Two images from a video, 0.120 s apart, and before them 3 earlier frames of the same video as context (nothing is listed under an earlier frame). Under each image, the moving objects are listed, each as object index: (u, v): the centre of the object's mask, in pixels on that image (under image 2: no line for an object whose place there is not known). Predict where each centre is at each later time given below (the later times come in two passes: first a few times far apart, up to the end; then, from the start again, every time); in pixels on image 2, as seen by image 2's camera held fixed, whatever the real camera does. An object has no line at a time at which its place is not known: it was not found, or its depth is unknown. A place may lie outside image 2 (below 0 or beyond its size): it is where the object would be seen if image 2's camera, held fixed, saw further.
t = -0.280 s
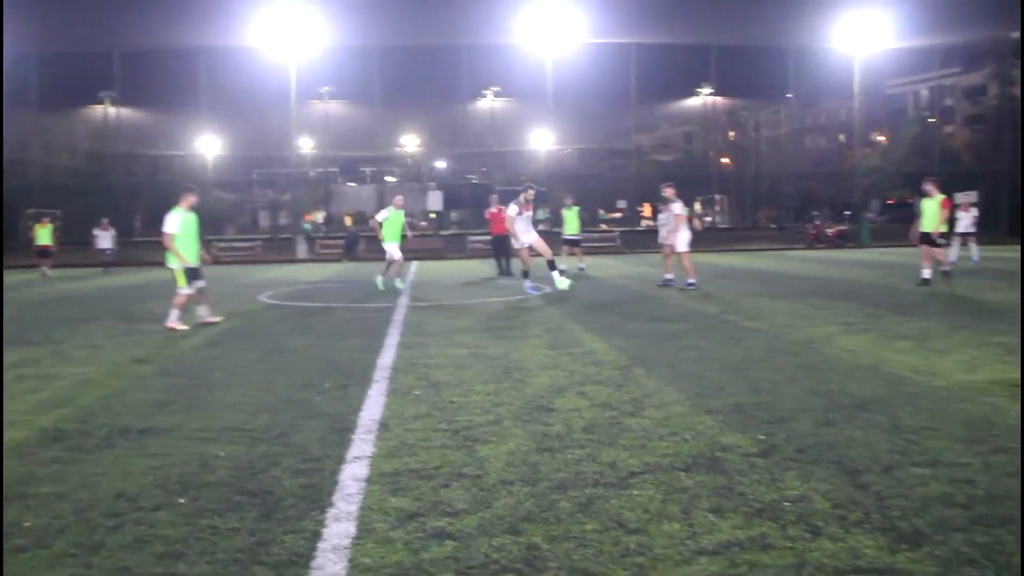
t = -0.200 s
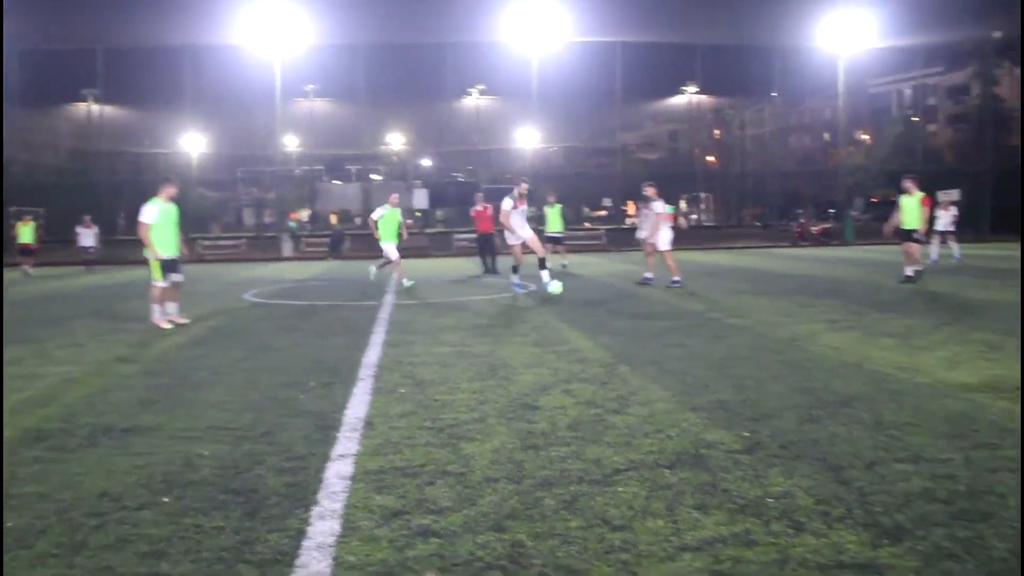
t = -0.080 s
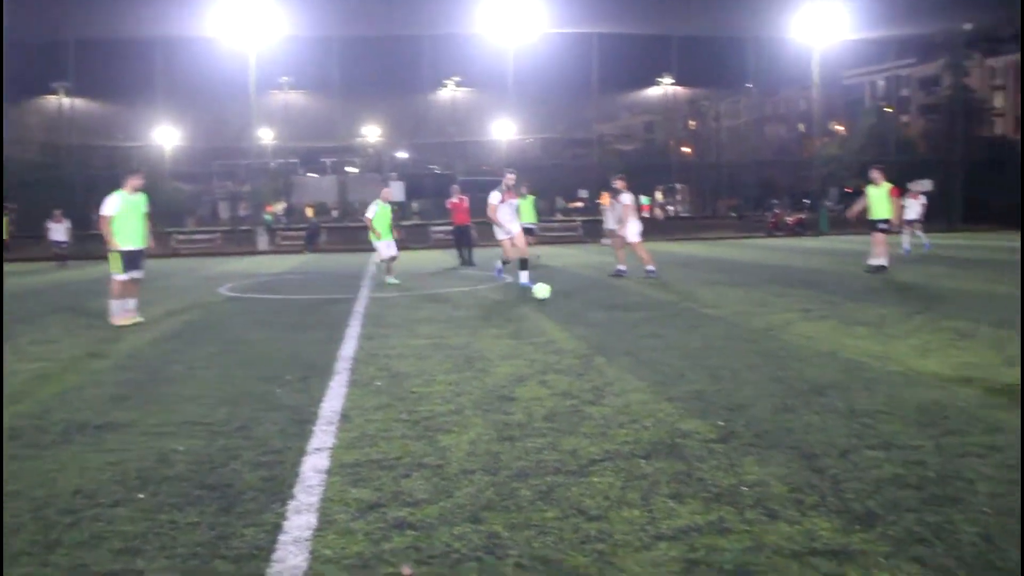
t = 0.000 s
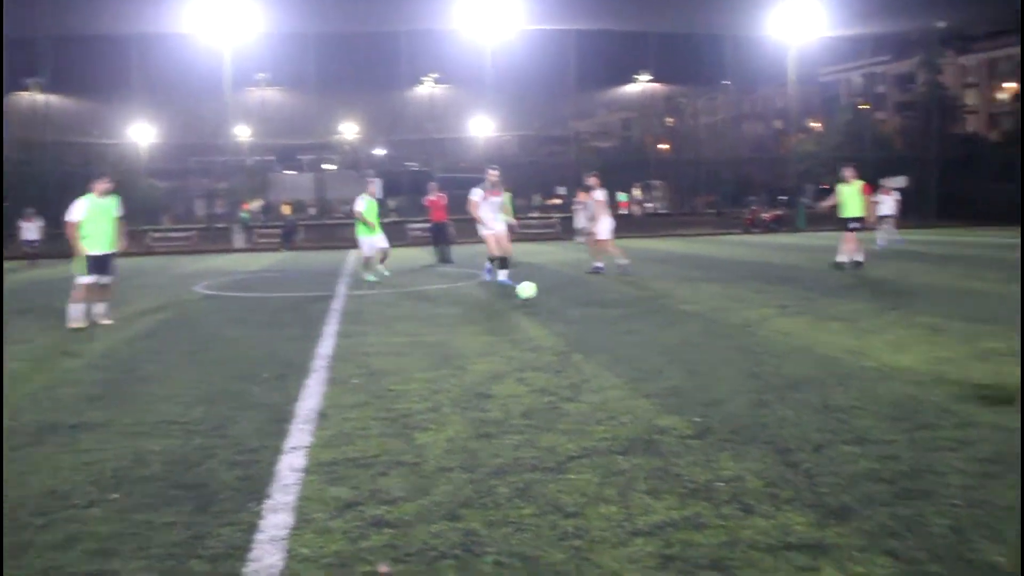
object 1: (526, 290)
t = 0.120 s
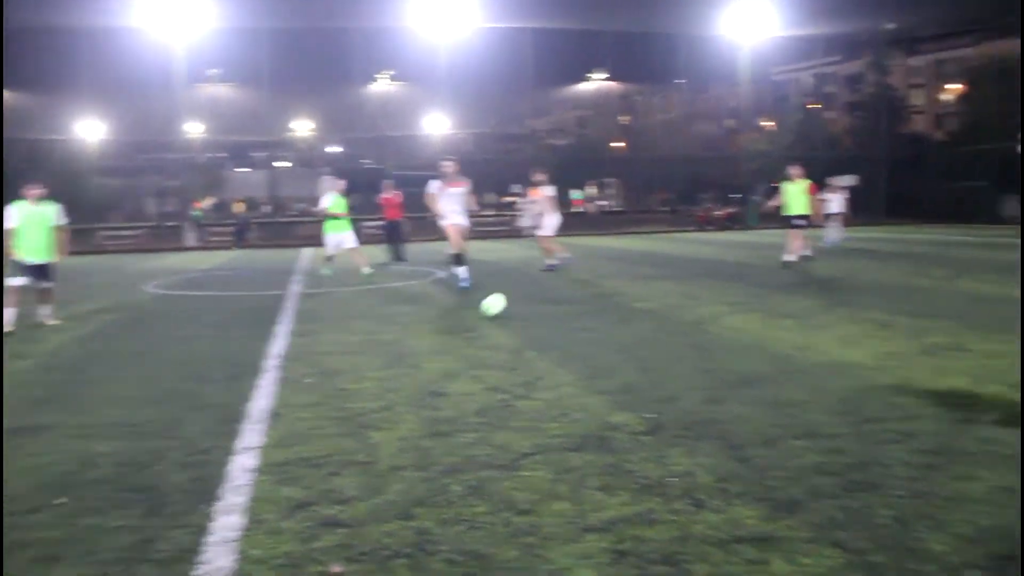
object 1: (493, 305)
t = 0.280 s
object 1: (509, 313)
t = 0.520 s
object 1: (549, 372)
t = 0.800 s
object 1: (624, 441)
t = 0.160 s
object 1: (498, 313)
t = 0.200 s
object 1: (501, 313)
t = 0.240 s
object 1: (505, 312)
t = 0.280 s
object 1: (509, 313)
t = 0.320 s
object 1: (514, 317)
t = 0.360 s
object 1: (519, 322)
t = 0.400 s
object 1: (525, 330)
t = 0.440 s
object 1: (532, 343)
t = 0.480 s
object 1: (540, 358)
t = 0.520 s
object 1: (549, 372)
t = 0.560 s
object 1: (555, 372)
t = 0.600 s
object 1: (564, 374)
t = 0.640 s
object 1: (574, 379)
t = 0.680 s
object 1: (584, 387)
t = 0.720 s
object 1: (596, 400)
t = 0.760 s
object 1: (610, 418)
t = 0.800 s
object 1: (624, 441)
